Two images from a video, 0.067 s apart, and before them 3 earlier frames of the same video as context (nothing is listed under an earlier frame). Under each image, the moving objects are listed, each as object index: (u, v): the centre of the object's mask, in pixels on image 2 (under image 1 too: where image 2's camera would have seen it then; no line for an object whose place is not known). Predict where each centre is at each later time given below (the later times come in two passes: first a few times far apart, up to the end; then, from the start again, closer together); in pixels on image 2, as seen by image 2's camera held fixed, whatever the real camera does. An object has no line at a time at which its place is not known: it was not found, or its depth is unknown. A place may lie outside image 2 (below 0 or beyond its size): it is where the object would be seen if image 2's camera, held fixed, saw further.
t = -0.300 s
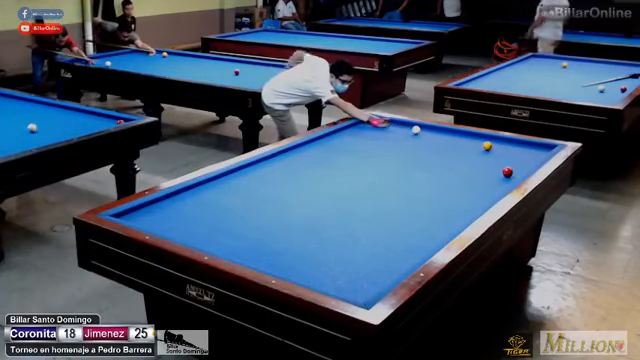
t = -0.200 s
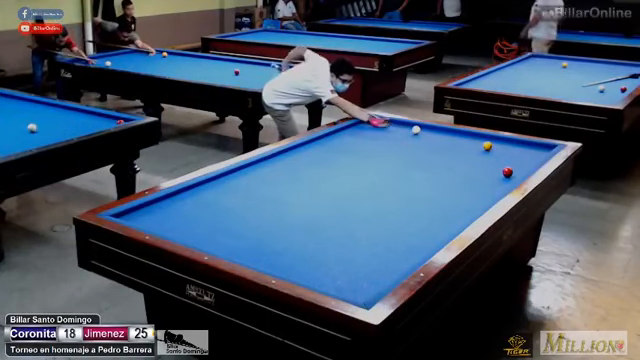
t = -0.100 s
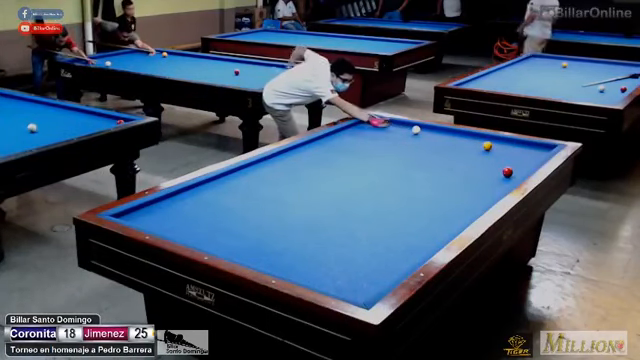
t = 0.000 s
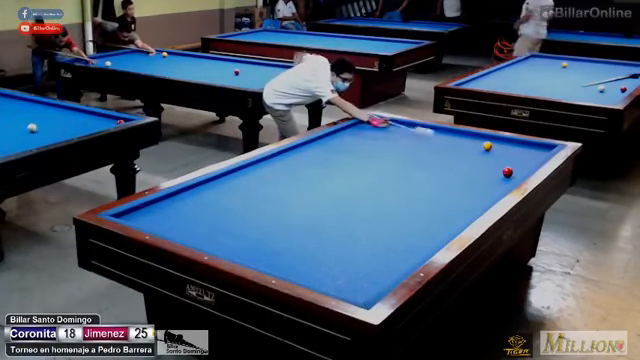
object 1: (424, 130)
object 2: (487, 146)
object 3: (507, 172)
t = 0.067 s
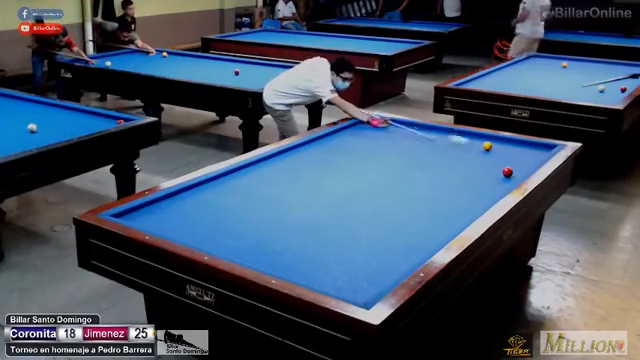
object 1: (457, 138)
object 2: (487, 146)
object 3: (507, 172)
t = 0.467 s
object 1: (491, 184)
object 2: (485, 139)
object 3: (507, 172)
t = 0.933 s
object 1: (406, 226)
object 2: (389, 132)
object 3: (507, 172)
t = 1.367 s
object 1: (288, 271)
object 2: (351, 137)
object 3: (507, 172)
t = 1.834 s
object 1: (281, 215)
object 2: (367, 156)
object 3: (507, 172)
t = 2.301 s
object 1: (272, 180)
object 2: (387, 179)
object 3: (507, 172)
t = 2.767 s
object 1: (281, 157)
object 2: (412, 208)
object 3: (507, 172)
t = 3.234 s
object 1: (339, 148)
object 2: (428, 238)
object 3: (507, 172)
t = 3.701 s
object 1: (391, 141)
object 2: (379, 244)
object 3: (507, 172)
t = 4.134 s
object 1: (433, 135)
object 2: (334, 251)
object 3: (507, 172)
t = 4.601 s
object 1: (467, 135)
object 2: (286, 258)
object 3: (507, 172)
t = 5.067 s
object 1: (487, 147)
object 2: (251, 258)
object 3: (507, 172)
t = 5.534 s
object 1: (509, 158)
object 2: (249, 248)
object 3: (507, 172)
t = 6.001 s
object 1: (516, 168)
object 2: (248, 238)
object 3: (507, 172)
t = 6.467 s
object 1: (493, 167)
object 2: (246, 230)
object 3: (505, 175)
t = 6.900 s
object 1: (476, 166)
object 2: (245, 223)
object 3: (501, 179)
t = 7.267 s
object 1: (461, 164)
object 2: (245, 219)
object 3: (499, 182)
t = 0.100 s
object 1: (474, 144)
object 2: (487, 146)
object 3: (507, 172)
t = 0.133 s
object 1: (480, 148)
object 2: (503, 145)
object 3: (507, 172)
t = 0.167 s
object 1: (480, 151)
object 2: (521, 147)
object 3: (507, 172)
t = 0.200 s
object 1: (482, 154)
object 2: (536, 147)
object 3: (507, 172)
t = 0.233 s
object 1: (483, 158)
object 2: (547, 147)
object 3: (507, 172)
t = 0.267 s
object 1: (484, 162)
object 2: (538, 145)
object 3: (507, 172)
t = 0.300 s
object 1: (485, 166)
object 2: (529, 142)
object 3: (507, 172)
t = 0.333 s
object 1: (486, 169)
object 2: (521, 140)
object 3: (507, 172)
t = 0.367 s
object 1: (488, 173)
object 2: (511, 140)
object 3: (507, 172)
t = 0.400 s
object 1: (489, 177)
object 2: (503, 140)
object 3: (507, 172)
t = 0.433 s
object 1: (490, 181)
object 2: (493, 139)
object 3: (507, 172)
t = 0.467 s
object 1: (491, 184)
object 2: (485, 139)
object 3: (507, 172)
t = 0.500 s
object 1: (492, 187)
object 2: (478, 138)
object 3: (507, 172)
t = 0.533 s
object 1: (491, 191)
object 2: (470, 138)
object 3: (507, 172)
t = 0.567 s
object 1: (486, 194)
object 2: (463, 138)
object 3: (507, 172)
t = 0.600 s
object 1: (479, 197)
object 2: (456, 137)
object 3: (507, 172)
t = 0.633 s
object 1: (471, 200)
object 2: (449, 136)
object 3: (507, 172)
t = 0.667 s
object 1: (464, 203)
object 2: (442, 136)
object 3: (507, 172)
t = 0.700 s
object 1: (457, 205)
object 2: (436, 135)
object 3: (507, 172)
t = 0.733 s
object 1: (450, 208)
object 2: (427, 135)
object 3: (507, 172)
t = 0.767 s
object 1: (443, 211)
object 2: (421, 135)
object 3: (507, 172)
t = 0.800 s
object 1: (436, 214)
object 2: (415, 134)
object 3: (507, 172)
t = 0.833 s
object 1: (429, 217)
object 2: (408, 134)
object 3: (507, 172)
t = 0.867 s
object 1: (421, 219)
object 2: (402, 133)
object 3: (507, 172)
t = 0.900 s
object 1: (414, 223)
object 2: (395, 133)
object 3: (507, 172)
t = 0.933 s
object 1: (406, 226)
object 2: (389, 132)
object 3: (507, 172)
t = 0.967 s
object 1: (398, 230)
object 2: (382, 132)
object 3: (507, 172)
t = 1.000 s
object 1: (390, 233)
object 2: (375, 131)
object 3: (507, 172)
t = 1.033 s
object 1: (382, 236)
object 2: (369, 131)
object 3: (507, 172)
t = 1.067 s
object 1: (373, 240)
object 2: (363, 131)
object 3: (507, 172)
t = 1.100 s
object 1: (363, 244)
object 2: (357, 131)
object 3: (507, 172)
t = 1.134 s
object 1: (354, 247)
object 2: (350, 130)
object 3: (507, 172)
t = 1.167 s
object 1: (345, 251)
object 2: (344, 130)
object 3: (507, 172)
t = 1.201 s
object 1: (336, 255)
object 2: (342, 130)
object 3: (507, 172)
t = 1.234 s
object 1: (326, 259)
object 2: (344, 132)
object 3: (507, 172)
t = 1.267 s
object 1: (316, 263)
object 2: (347, 133)
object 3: (507, 172)
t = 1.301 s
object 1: (306, 267)
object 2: (348, 134)
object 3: (507, 172)
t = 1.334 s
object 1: (296, 270)
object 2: (350, 136)
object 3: (507, 172)
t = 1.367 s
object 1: (288, 271)
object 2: (351, 137)
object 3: (507, 172)
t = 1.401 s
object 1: (288, 267)
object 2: (352, 139)
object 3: (507, 172)
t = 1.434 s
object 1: (288, 262)
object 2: (353, 140)
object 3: (507, 172)
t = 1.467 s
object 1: (288, 257)
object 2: (355, 141)
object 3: (507, 172)
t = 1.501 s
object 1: (288, 252)
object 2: (356, 142)
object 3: (507, 172)
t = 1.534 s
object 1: (288, 247)
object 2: (357, 144)
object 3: (507, 172)
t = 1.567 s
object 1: (288, 242)
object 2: (358, 145)
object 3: (507, 172)
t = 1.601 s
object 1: (287, 239)
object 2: (359, 146)
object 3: (507, 172)
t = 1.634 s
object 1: (287, 235)
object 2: (360, 147)
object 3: (507, 172)
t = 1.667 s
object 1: (286, 231)
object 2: (362, 149)
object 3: (507, 172)
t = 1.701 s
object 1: (285, 228)
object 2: (363, 150)
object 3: (507, 172)
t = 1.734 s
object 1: (284, 225)
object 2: (364, 152)
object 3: (507, 172)
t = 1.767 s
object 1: (283, 221)
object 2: (365, 153)
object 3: (507, 172)
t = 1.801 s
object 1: (282, 218)
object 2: (366, 155)
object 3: (507, 172)
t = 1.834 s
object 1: (281, 215)
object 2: (367, 156)
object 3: (507, 172)
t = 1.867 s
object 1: (280, 212)
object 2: (369, 158)
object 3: (507, 172)
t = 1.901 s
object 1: (280, 209)
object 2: (371, 159)
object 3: (507, 172)
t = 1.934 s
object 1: (279, 207)
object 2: (372, 161)
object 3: (507, 172)
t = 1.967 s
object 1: (278, 204)
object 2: (373, 162)
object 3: (507, 172)
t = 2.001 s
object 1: (278, 201)
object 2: (374, 164)
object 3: (507, 172)
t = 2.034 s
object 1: (277, 199)
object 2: (375, 166)
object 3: (507, 172)
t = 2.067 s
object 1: (276, 196)
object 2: (377, 167)
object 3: (507, 172)
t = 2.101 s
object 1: (275, 193)
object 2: (378, 169)
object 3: (507, 172)
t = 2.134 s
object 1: (275, 191)
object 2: (380, 171)
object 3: (507, 172)
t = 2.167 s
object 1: (274, 188)
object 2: (381, 173)
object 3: (507, 172)
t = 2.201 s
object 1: (273, 186)
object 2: (383, 174)
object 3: (507, 172)
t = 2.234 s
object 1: (273, 184)
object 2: (384, 176)
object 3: (507, 172)
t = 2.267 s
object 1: (272, 182)
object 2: (386, 178)
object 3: (507, 172)
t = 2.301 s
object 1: (272, 180)
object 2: (387, 179)
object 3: (507, 172)
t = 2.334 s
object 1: (271, 178)
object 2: (389, 181)
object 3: (507, 172)
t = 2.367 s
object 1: (271, 176)
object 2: (391, 183)
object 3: (507, 172)
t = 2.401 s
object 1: (270, 173)
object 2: (392, 185)
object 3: (507, 172)
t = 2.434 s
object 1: (270, 172)
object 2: (394, 187)
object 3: (507, 172)
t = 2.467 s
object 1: (269, 169)
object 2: (395, 189)
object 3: (507, 172)
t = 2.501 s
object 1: (268, 167)
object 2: (397, 191)
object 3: (507, 172)
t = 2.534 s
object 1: (268, 166)
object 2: (399, 193)
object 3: (507, 172)
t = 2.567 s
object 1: (268, 164)
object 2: (401, 195)
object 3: (507, 172)
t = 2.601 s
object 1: (267, 162)
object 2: (402, 197)
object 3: (507, 172)
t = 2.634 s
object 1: (266, 160)
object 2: (404, 199)
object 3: (507, 172)
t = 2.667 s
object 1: (267, 158)
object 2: (406, 201)
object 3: (507, 172)
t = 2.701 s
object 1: (271, 157)
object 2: (407, 204)
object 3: (507, 172)
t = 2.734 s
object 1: (277, 157)
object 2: (410, 206)
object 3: (507, 172)
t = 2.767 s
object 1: (281, 157)
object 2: (412, 208)
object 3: (507, 172)
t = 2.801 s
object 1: (286, 156)
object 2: (413, 210)
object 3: (507, 172)
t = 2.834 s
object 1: (290, 156)
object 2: (415, 213)
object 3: (507, 172)
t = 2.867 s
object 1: (294, 155)
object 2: (417, 215)
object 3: (507, 172)
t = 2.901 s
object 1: (299, 155)
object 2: (419, 217)
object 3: (507, 172)
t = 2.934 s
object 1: (303, 154)
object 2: (422, 220)
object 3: (507, 172)
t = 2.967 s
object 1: (307, 154)
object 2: (424, 222)
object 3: (507, 172)
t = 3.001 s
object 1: (311, 153)
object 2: (426, 224)
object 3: (507, 172)
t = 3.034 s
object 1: (315, 152)
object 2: (428, 227)
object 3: (507, 172)
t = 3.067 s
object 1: (320, 151)
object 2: (430, 229)
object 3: (507, 172)
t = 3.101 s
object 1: (323, 151)
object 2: (432, 232)
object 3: (507, 172)
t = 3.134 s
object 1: (327, 150)
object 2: (435, 234)
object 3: (507, 172)
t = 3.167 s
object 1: (331, 150)
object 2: (436, 236)
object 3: (507, 172)
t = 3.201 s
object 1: (335, 149)
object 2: (433, 237)
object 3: (507, 172)
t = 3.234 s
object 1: (339, 148)
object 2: (428, 238)
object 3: (507, 172)
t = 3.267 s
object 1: (343, 148)
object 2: (424, 238)
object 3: (507, 172)
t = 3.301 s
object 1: (347, 147)
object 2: (421, 239)
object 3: (507, 172)
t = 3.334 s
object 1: (351, 147)
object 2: (418, 239)
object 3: (507, 172)
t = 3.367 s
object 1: (354, 147)
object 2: (414, 239)
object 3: (507, 172)
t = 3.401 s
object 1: (358, 146)
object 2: (411, 240)
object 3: (507, 172)
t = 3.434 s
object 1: (362, 145)
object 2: (407, 240)
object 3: (507, 172)
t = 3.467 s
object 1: (365, 145)
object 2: (404, 241)
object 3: (507, 172)
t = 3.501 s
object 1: (369, 144)
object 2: (400, 241)
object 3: (507, 172)
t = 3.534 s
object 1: (373, 144)
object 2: (397, 242)
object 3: (507, 172)
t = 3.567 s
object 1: (377, 143)
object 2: (393, 242)
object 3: (507, 172)
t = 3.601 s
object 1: (380, 143)
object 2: (390, 243)
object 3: (507, 172)
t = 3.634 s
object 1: (383, 142)
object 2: (386, 243)
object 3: (507, 172)
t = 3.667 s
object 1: (387, 142)
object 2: (383, 244)
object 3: (507, 172)
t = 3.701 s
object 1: (391, 141)
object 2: (379, 244)
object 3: (507, 172)
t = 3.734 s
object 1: (394, 141)
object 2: (376, 245)
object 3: (507, 172)
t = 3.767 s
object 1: (398, 140)
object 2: (372, 245)
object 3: (507, 172)
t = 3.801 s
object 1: (401, 140)
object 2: (369, 246)
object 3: (507, 172)
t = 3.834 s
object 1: (405, 139)
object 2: (366, 246)
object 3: (507, 172)
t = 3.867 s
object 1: (408, 139)
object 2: (362, 247)
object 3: (507, 172)
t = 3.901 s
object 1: (411, 139)
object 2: (359, 247)
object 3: (507, 172)
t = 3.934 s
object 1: (414, 138)
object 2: (355, 248)
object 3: (507, 172)
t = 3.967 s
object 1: (417, 138)
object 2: (352, 249)
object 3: (507, 172)
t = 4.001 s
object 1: (420, 137)
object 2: (348, 249)
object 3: (507, 172)
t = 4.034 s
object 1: (424, 136)
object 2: (345, 249)
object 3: (507, 172)
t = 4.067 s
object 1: (427, 136)
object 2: (341, 250)
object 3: (507, 172)
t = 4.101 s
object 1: (430, 136)
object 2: (338, 250)
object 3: (507, 172)
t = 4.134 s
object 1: (433, 135)
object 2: (334, 251)
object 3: (507, 172)
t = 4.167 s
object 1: (437, 135)
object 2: (331, 251)
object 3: (507, 172)
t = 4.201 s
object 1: (440, 135)
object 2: (327, 252)
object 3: (507, 172)
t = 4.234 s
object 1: (443, 134)
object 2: (324, 252)
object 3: (507, 172)
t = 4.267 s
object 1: (446, 133)
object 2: (321, 253)
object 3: (507, 172)
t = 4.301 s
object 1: (449, 133)
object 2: (317, 253)
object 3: (507, 172)
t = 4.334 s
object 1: (452, 133)
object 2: (314, 254)
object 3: (507, 172)
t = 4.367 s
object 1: (455, 132)
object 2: (310, 254)
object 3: (507, 172)
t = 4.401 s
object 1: (458, 132)
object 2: (307, 255)
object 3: (507, 172)
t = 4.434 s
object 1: (461, 132)
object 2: (303, 255)
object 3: (507, 172)
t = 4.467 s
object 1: (462, 132)
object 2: (300, 256)
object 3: (507, 172)
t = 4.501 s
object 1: (463, 133)
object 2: (296, 256)
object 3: (507, 172)
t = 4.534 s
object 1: (464, 134)
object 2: (293, 257)
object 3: (507, 172)
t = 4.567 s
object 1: (466, 135)
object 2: (290, 257)
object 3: (507, 172)
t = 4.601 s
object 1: (467, 135)
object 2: (286, 258)
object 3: (507, 172)
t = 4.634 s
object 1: (468, 136)
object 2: (283, 258)
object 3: (507, 172)
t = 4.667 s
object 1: (470, 137)
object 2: (279, 259)
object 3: (507, 172)
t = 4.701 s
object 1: (471, 138)
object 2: (276, 259)
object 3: (507, 172)
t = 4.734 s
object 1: (473, 138)
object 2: (273, 259)
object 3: (507, 172)
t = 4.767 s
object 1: (474, 140)
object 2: (269, 260)
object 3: (507, 172)
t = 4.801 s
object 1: (475, 140)
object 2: (266, 260)
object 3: (507, 172)
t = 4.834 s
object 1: (477, 141)
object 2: (263, 260)
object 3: (507, 172)
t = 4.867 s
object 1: (478, 142)
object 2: (260, 260)
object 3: (507, 172)
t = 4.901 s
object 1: (480, 142)
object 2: (256, 260)
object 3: (507, 172)
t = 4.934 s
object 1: (481, 143)
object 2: (253, 260)
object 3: (507, 172)
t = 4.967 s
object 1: (482, 144)
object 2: (251, 259)
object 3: (507, 172)
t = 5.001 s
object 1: (484, 145)
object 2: (251, 259)
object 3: (507, 172)
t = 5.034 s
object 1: (485, 146)
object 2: (251, 258)
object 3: (507, 172)
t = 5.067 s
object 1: (487, 147)
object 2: (251, 258)
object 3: (507, 172)
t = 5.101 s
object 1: (489, 147)
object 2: (251, 257)
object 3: (507, 172)
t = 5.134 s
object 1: (490, 148)
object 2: (251, 257)
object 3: (507, 172)
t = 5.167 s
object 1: (492, 149)
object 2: (250, 256)
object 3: (507, 172)
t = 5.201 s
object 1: (493, 150)
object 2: (250, 256)
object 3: (507, 172)
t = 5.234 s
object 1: (495, 151)
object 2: (250, 255)
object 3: (507, 172)
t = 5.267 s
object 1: (496, 152)
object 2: (250, 254)
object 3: (507, 172)
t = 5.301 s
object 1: (498, 152)
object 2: (249, 254)
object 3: (507, 172)
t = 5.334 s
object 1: (499, 153)
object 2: (250, 252)
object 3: (507, 172)
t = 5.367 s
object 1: (501, 154)
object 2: (249, 252)
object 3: (507, 172)
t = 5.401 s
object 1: (503, 155)
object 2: (249, 250)
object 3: (507, 172)
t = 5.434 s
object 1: (505, 156)
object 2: (249, 250)
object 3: (507, 172)
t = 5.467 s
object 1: (506, 157)
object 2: (249, 249)
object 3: (507, 172)
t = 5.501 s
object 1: (508, 158)
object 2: (249, 248)
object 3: (507, 172)
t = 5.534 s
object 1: (509, 158)
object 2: (249, 248)
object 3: (507, 172)
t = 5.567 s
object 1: (511, 159)
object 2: (249, 247)
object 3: (507, 172)
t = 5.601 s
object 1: (512, 160)
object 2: (249, 246)
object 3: (507, 172)
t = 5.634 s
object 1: (514, 161)
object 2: (249, 245)
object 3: (507, 172)
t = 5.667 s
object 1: (515, 162)
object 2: (248, 245)
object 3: (507, 172)
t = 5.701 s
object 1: (517, 163)
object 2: (248, 244)
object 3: (507, 172)
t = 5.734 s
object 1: (518, 164)
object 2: (248, 243)
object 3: (507, 172)
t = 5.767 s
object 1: (521, 165)
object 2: (248, 243)
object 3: (507, 172)
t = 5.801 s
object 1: (522, 165)
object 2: (248, 242)
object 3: (507, 172)
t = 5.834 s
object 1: (523, 167)
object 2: (248, 241)
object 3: (507, 172)
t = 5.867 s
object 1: (523, 167)
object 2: (248, 241)
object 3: (507, 172)
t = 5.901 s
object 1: (521, 167)
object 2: (248, 240)
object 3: (507, 172)
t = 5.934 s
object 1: (519, 167)
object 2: (248, 240)
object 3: (507, 172)
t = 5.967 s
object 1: (517, 168)
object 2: (248, 239)
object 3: (507, 172)
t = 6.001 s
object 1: (516, 168)
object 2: (248, 238)
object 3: (507, 172)
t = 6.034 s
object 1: (515, 168)
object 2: (248, 238)
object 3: (507, 172)
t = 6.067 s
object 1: (513, 168)
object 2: (248, 237)
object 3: (507, 172)
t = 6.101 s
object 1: (511, 166)
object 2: (247, 236)
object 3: (507, 172)
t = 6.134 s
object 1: (510, 166)
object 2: (247, 235)
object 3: (507, 172)
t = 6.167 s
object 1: (508, 166)
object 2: (247, 235)
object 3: (507, 172)
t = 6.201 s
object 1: (505, 166)
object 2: (247, 234)
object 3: (506, 173)
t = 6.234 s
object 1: (504, 167)
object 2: (247, 233)
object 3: (506, 173)
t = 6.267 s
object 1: (502, 167)
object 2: (247, 233)
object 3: (506, 173)
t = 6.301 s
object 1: (500, 167)
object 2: (246, 232)
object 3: (506, 174)
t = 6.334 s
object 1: (499, 167)
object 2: (246, 232)
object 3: (505, 174)
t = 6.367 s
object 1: (497, 167)
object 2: (246, 231)
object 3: (504, 174)
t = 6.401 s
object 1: (496, 168)
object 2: (246, 231)
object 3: (505, 174)
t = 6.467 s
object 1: (493, 167)
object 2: (246, 230)
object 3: (505, 175)
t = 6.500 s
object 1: (493, 167)
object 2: (246, 229)
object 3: (504, 175)
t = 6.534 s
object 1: (491, 167)
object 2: (246, 229)
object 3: (504, 175)
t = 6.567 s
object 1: (489, 167)
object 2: (246, 228)
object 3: (504, 176)
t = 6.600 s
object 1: (487, 167)
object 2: (246, 227)
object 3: (504, 176)
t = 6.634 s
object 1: (486, 167)
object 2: (246, 227)
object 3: (503, 177)
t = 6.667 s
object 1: (485, 167)
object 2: (246, 227)
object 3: (503, 177)
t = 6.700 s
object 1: (484, 167)
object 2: (246, 226)
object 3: (503, 177)
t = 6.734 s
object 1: (482, 166)
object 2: (246, 226)
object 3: (503, 178)
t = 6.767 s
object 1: (481, 166)
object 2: (246, 225)
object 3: (502, 178)
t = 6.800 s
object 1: (479, 166)
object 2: (246, 225)
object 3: (502, 178)
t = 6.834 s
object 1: (478, 166)
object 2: (246, 224)
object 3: (502, 178)
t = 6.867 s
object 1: (477, 166)
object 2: (246, 224)
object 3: (502, 178)
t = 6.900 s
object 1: (476, 166)
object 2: (245, 223)
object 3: (501, 179)
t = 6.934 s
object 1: (474, 166)
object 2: (245, 223)
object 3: (501, 179)
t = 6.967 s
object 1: (472, 165)
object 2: (245, 222)
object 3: (501, 180)
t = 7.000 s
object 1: (471, 165)
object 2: (245, 222)
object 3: (501, 180)
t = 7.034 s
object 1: (470, 165)
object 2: (245, 221)
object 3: (500, 180)
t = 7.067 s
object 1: (469, 165)
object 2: (245, 221)
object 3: (500, 180)
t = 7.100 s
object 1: (467, 165)
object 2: (245, 221)
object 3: (500, 180)
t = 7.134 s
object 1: (466, 165)
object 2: (245, 220)
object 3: (500, 181)
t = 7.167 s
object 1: (465, 165)
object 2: (245, 220)
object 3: (499, 181)
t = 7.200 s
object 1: (464, 165)
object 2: (245, 219)
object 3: (499, 181)
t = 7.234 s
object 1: (462, 165)
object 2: (245, 219)
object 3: (499, 181)
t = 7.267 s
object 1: (461, 164)
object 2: (245, 219)
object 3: (499, 182)
